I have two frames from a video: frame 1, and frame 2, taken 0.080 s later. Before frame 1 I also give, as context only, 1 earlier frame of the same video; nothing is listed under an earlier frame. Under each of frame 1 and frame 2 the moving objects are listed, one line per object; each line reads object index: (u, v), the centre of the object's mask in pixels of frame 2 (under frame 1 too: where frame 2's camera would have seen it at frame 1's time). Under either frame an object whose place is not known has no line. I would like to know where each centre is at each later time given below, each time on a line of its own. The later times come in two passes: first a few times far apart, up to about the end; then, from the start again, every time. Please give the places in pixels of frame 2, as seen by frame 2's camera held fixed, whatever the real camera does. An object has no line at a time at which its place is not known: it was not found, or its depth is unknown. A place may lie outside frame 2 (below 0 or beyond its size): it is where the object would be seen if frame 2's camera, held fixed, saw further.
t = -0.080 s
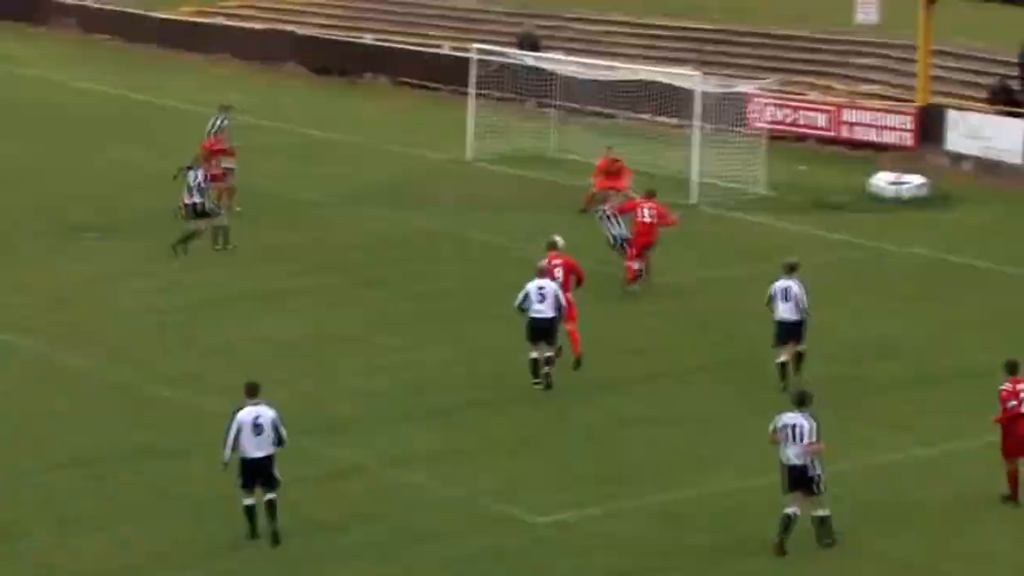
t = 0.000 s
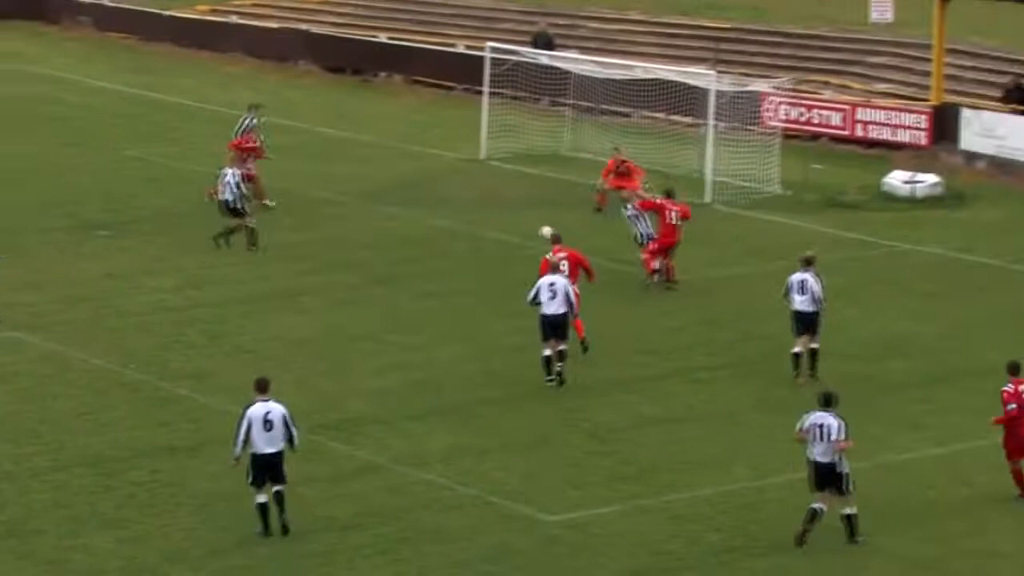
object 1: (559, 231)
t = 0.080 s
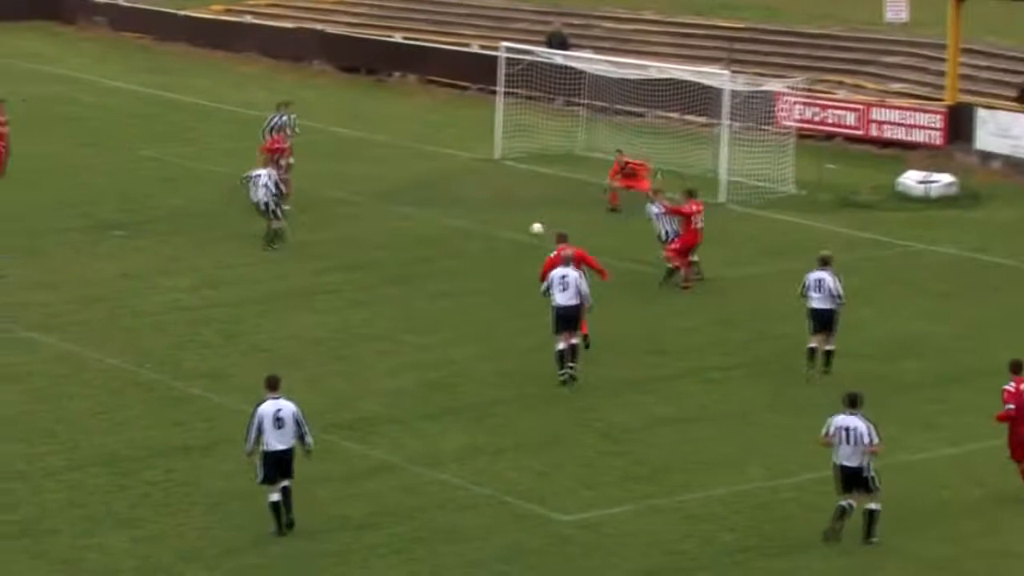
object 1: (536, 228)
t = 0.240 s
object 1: (493, 224)
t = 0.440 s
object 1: (452, 208)
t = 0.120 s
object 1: (525, 227)
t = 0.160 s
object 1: (514, 229)
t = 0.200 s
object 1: (503, 230)
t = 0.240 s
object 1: (493, 224)
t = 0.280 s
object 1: (485, 219)
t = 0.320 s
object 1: (476, 215)
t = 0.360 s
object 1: (468, 211)
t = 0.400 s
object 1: (460, 209)
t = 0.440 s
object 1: (452, 208)
